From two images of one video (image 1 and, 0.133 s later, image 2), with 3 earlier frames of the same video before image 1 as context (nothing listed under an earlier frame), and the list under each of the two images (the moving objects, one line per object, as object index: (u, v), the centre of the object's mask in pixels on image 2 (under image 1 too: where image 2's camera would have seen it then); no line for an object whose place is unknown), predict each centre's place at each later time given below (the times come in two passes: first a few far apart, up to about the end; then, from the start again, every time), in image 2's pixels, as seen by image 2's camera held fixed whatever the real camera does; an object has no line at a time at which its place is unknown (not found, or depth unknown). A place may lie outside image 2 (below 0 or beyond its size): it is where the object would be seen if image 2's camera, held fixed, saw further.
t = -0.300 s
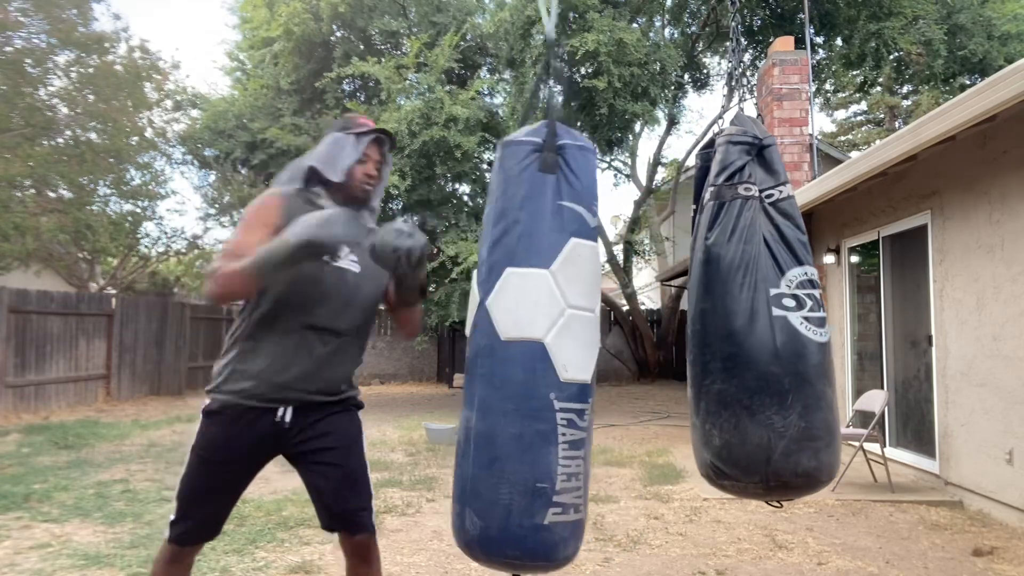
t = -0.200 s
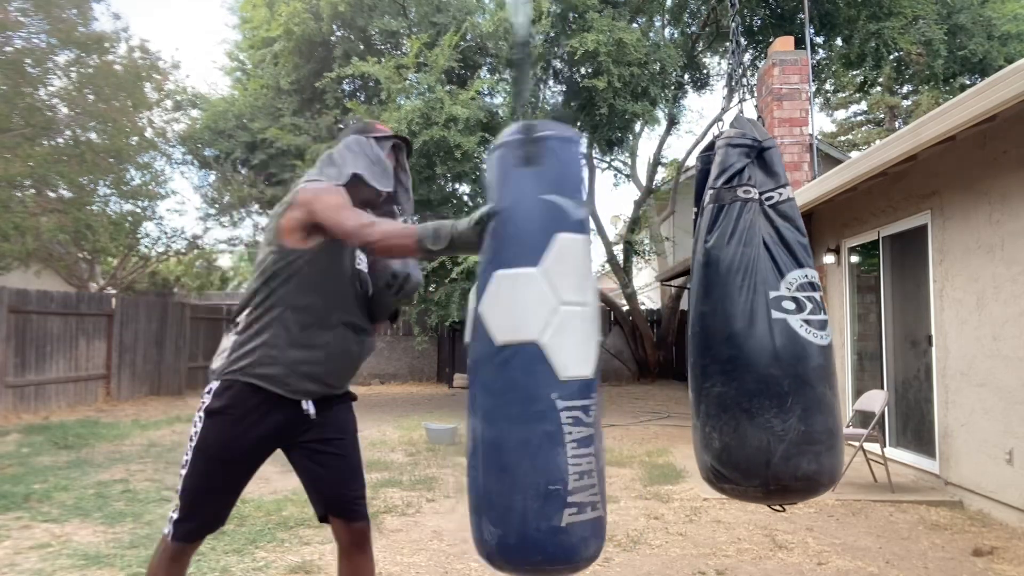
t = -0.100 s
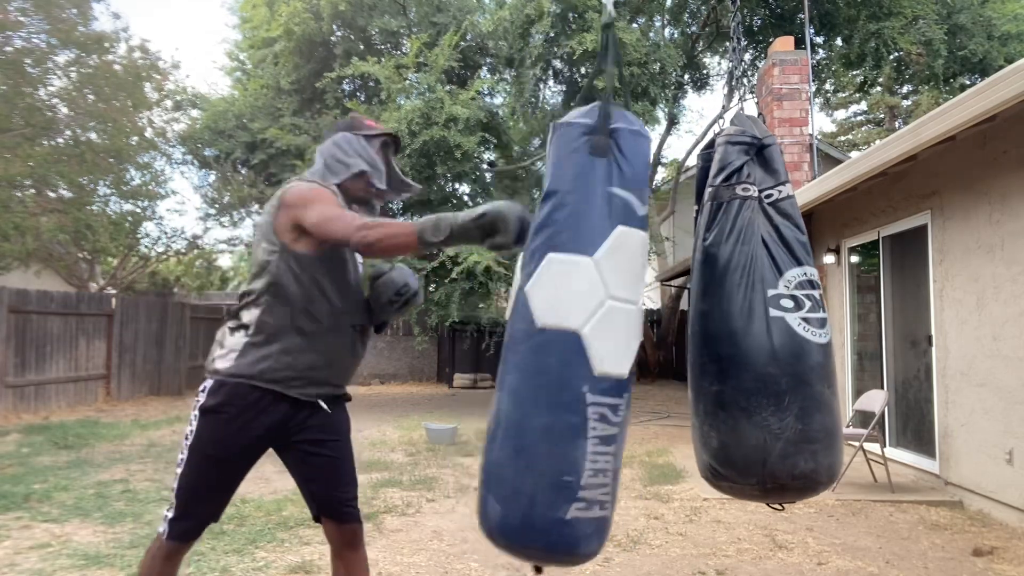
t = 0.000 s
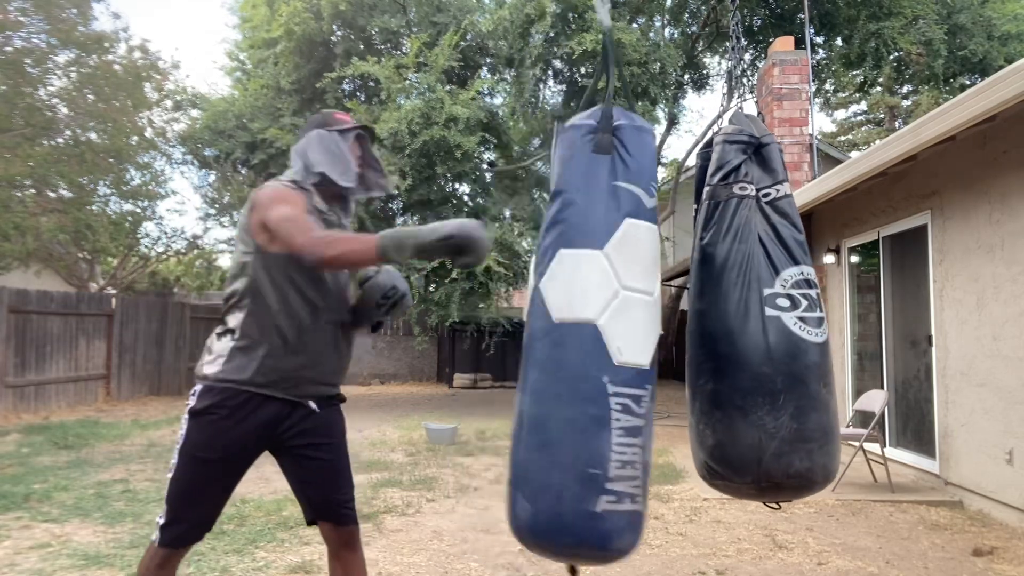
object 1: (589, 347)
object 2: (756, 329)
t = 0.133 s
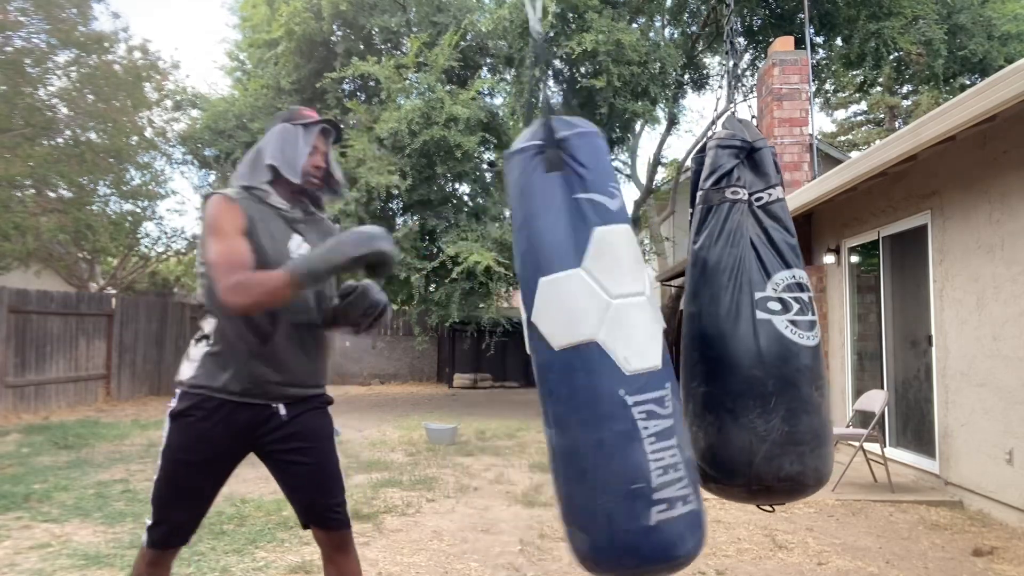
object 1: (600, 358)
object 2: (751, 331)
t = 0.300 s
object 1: (614, 348)
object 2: (747, 320)
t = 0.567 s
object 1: (609, 355)
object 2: (742, 323)
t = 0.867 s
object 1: (559, 358)
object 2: (723, 325)
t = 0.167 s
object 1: (602, 353)
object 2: (750, 328)
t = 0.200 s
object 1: (605, 347)
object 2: (749, 324)
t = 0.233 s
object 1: (608, 344)
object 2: (748, 320)
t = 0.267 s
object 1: (610, 344)
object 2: (747, 319)
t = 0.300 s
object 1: (614, 348)
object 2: (747, 320)
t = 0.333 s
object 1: (617, 353)
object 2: (747, 321)
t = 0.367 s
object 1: (620, 358)
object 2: (747, 323)
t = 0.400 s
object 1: (623, 359)
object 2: (747, 326)
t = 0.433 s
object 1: (622, 358)
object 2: (747, 326)
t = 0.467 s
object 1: (621, 355)
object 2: (747, 324)
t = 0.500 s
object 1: (618, 355)
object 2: (746, 323)
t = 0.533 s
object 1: (614, 354)
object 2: (744, 322)
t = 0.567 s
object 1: (609, 355)
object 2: (742, 323)
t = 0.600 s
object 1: (603, 356)
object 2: (739, 324)
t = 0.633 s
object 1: (596, 357)
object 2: (735, 327)
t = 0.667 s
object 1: (588, 357)
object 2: (732, 328)
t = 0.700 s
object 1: (582, 356)
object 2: (731, 327)
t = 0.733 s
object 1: (575, 354)
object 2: (729, 324)
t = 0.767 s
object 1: (571, 353)
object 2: (727, 322)
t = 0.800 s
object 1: (567, 355)
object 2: (726, 322)
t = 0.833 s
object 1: (563, 357)
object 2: (725, 323)
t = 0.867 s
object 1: (559, 358)
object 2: (723, 325)
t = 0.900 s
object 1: (555, 358)
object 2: (722, 325)
